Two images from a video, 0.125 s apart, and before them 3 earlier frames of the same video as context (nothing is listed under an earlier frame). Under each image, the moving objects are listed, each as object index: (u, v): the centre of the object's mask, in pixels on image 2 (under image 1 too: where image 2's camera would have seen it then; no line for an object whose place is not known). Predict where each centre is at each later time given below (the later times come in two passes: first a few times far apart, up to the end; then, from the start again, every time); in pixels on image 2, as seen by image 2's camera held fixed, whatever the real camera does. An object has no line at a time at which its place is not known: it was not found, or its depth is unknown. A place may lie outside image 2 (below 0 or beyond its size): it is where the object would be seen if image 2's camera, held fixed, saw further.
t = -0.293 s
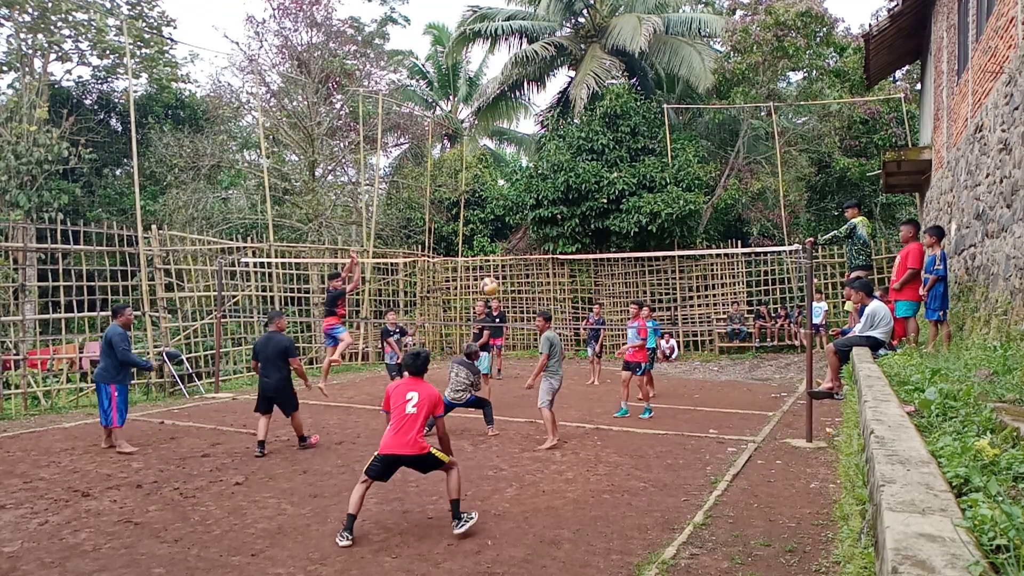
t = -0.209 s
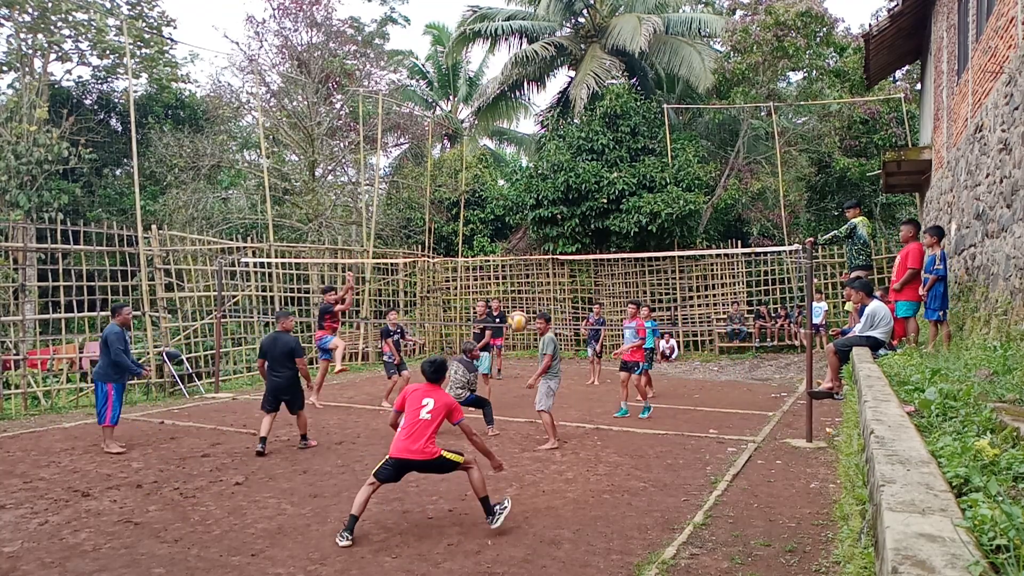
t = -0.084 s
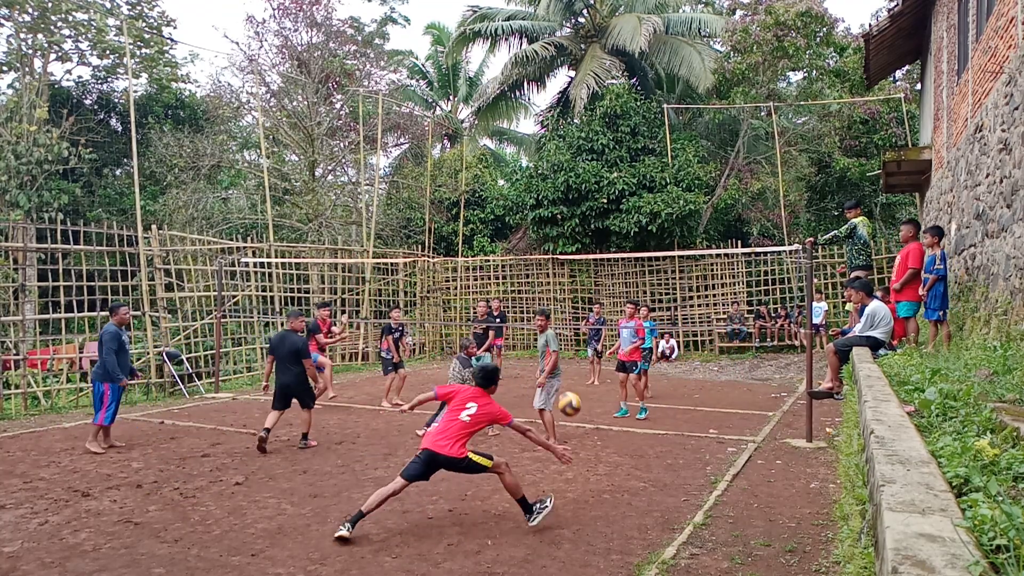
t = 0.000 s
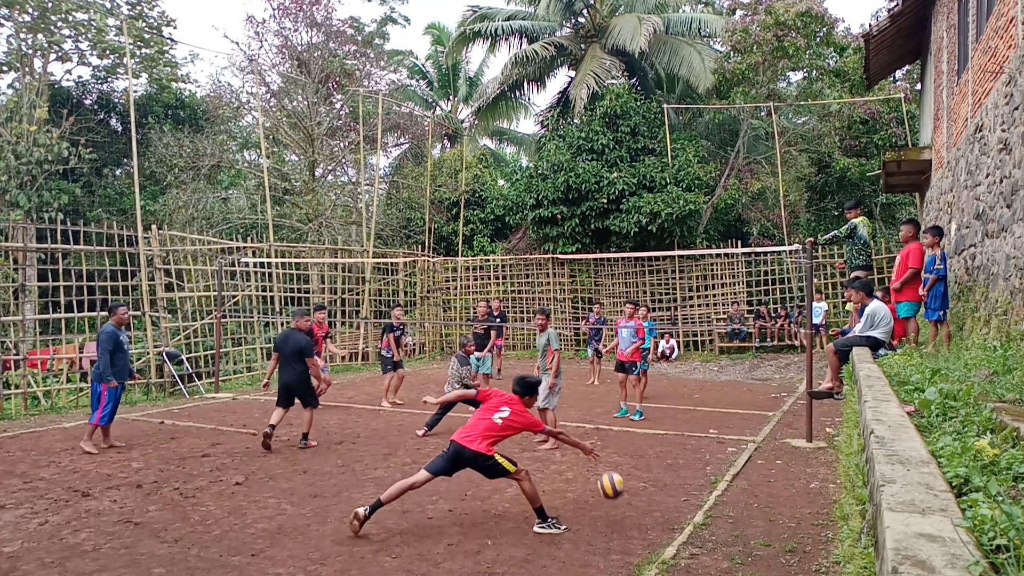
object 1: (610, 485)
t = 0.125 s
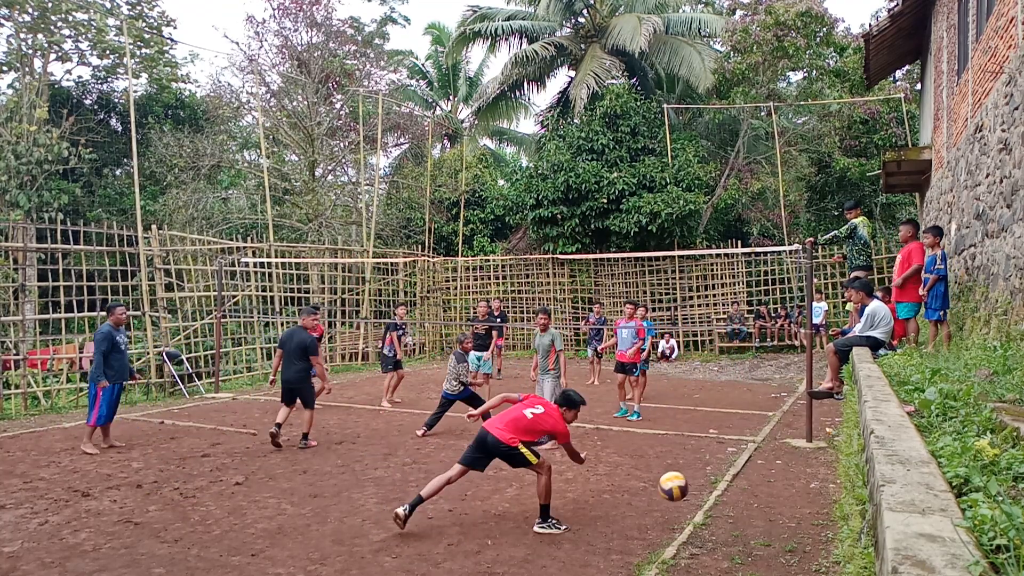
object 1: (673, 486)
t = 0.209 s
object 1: (718, 447)
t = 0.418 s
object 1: (822, 379)
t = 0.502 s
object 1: (760, 357)
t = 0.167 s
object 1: (695, 466)
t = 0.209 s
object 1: (718, 447)
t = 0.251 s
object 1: (743, 430)
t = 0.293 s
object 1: (770, 415)
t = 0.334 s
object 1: (797, 402)
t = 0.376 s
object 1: (828, 390)
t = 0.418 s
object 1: (822, 379)
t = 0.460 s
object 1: (791, 366)
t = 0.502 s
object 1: (760, 357)
